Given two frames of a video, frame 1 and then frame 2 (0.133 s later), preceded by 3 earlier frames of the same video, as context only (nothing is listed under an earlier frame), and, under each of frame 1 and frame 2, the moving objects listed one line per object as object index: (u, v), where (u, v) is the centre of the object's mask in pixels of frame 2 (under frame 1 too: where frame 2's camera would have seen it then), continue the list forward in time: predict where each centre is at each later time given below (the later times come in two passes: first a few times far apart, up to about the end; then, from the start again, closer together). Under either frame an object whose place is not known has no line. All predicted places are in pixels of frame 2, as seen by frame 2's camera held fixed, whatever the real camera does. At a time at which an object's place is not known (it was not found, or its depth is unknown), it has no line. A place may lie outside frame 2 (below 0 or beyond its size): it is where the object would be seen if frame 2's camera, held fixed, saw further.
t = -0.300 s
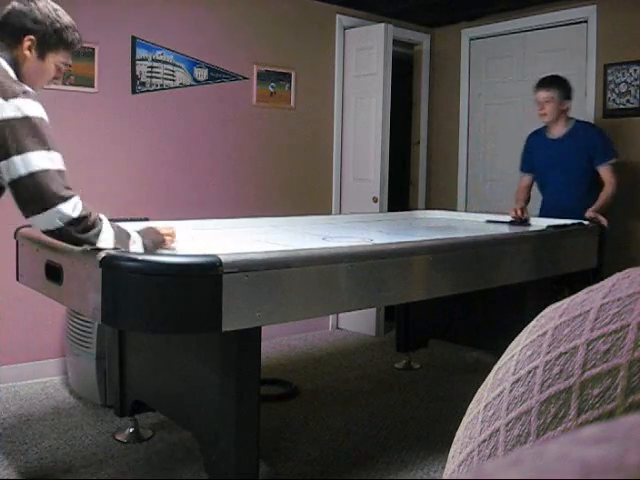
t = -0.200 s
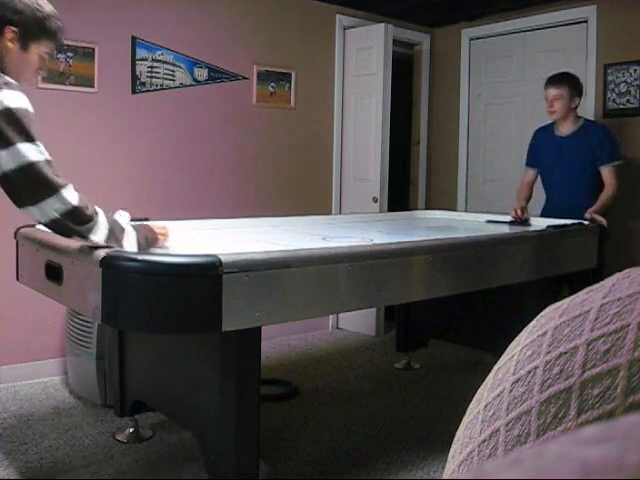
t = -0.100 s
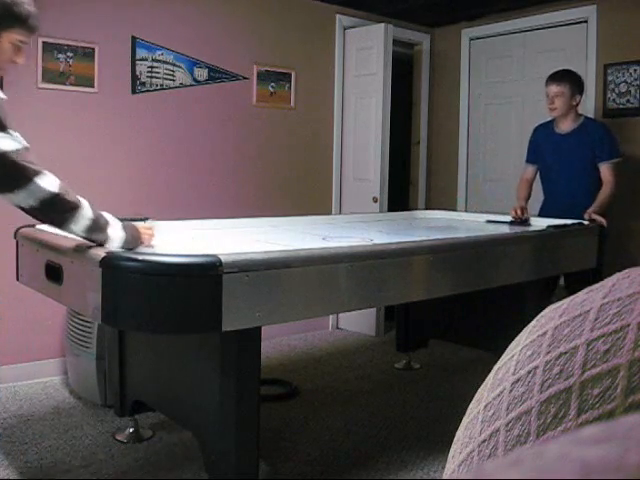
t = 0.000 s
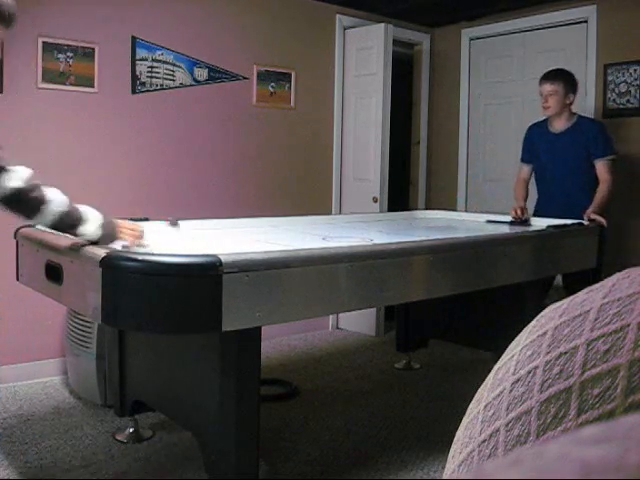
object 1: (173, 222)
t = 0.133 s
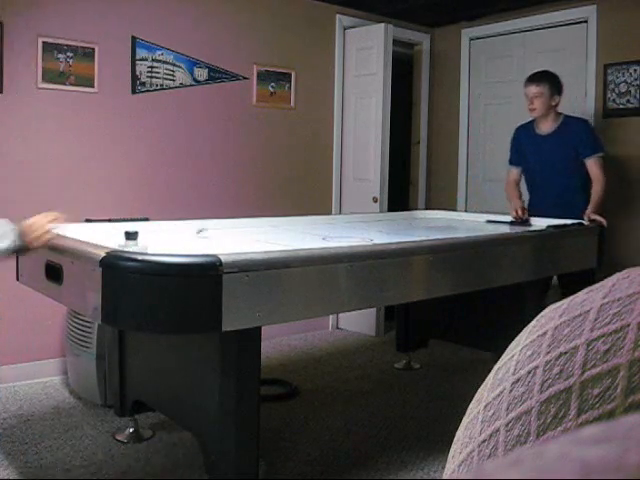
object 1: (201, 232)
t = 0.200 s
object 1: (215, 233)
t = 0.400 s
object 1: (248, 234)
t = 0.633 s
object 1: (273, 235)
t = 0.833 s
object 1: (279, 236)
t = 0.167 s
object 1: (209, 233)
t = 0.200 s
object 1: (215, 233)
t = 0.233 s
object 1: (222, 233)
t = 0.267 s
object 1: (227, 233)
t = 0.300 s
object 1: (233, 235)
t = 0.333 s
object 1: (239, 234)
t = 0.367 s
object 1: (244, 234)
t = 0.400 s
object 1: (248, 234)
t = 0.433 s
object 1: (253, 234)
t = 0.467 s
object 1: (258, 235)
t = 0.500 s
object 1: (262, 236)
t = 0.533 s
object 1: (265, 236)
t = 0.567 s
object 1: (268, 234)
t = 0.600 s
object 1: (271, 234)
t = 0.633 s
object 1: (273, 235)
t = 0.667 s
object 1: (275, 236)
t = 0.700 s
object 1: (277, 235)
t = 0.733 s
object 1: (279, 235)
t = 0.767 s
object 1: (279, 235)
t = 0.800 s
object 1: (279, 236)
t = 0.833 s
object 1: (279, 236)
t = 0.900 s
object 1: (279, 235)
